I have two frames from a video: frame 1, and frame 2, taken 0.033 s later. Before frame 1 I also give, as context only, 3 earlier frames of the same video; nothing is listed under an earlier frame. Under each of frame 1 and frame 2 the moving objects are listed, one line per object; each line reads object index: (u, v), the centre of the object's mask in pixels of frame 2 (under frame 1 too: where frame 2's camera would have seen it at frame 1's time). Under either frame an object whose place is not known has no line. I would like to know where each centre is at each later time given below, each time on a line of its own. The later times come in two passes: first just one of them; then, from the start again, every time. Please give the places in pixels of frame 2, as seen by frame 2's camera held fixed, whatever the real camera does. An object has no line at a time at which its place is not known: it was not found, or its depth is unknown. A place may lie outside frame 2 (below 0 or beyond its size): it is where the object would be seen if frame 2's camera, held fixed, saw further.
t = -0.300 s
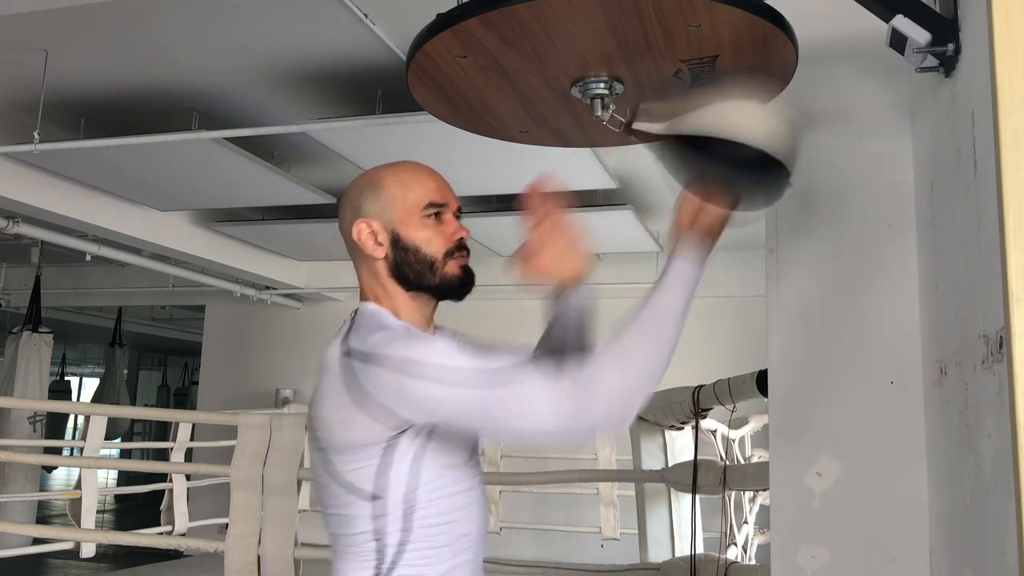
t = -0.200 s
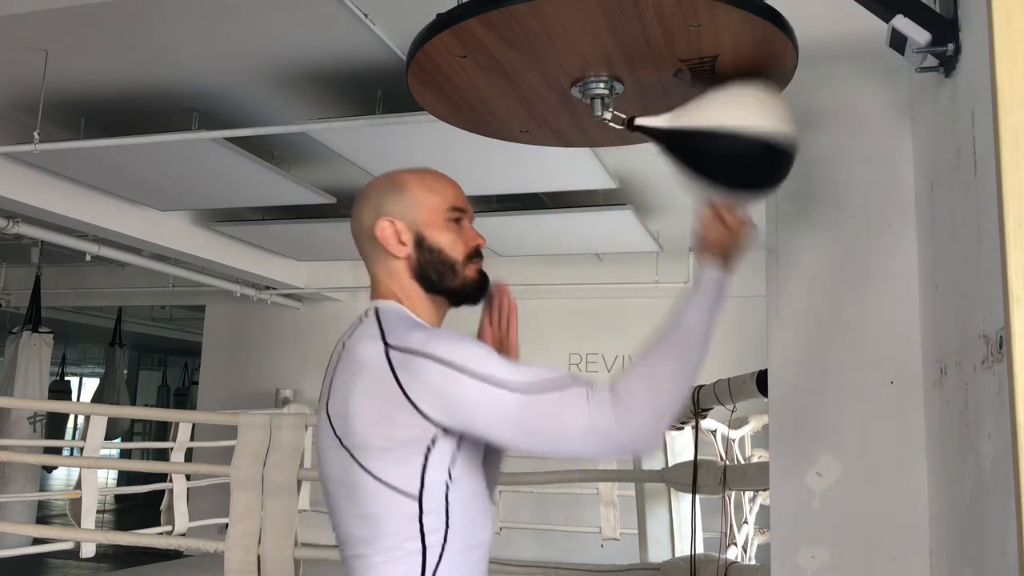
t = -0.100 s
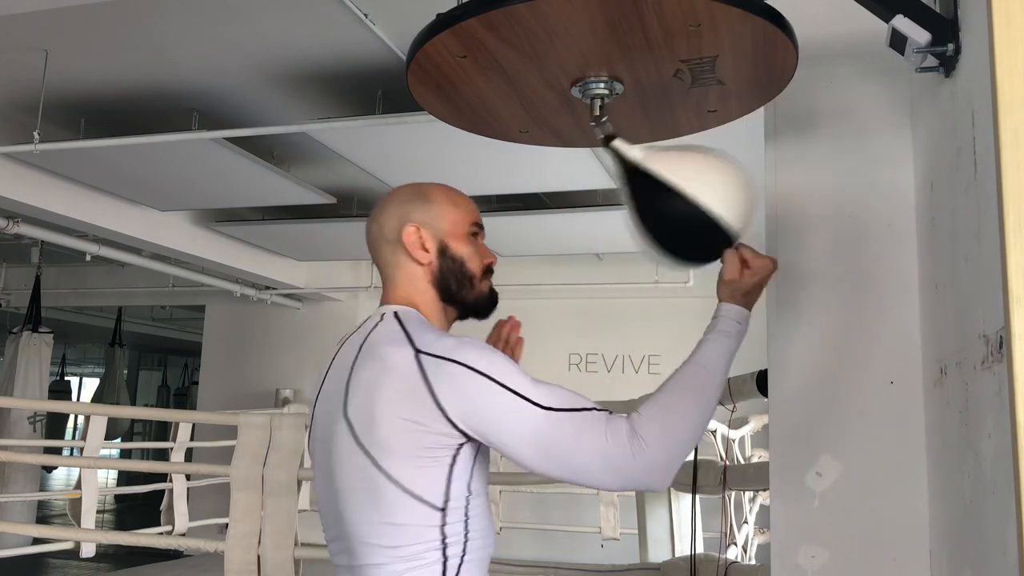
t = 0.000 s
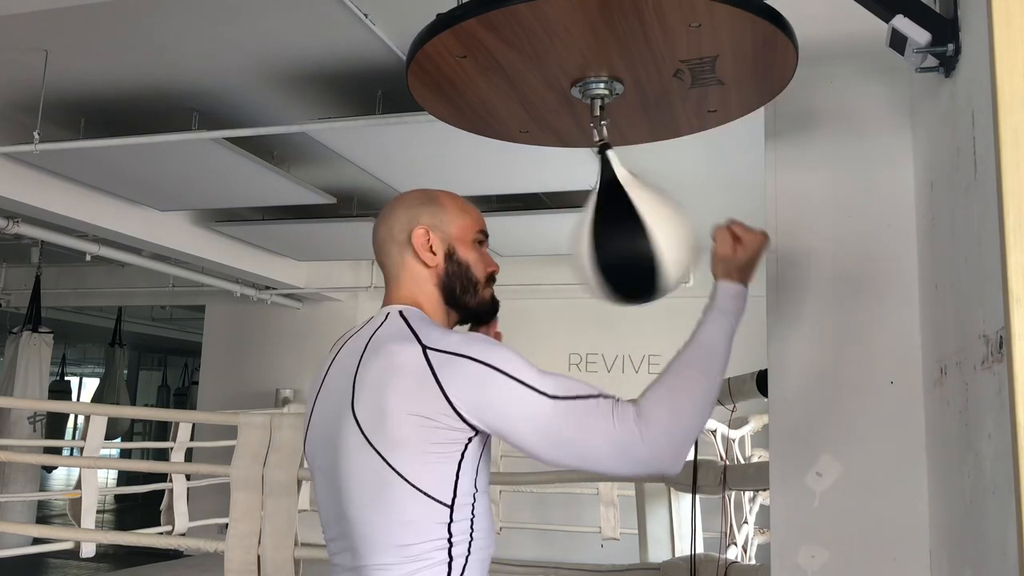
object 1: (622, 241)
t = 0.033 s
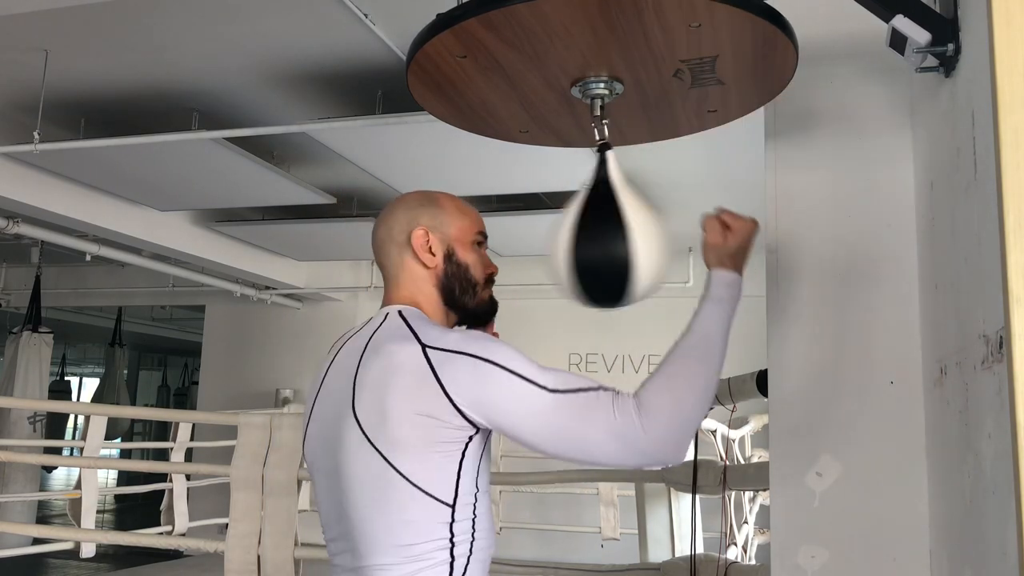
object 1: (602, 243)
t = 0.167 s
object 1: (525, 216)
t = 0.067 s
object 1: (579, 242)
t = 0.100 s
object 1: (557, 236)
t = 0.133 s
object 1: (540, 226)
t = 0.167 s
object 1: (525, 216)
